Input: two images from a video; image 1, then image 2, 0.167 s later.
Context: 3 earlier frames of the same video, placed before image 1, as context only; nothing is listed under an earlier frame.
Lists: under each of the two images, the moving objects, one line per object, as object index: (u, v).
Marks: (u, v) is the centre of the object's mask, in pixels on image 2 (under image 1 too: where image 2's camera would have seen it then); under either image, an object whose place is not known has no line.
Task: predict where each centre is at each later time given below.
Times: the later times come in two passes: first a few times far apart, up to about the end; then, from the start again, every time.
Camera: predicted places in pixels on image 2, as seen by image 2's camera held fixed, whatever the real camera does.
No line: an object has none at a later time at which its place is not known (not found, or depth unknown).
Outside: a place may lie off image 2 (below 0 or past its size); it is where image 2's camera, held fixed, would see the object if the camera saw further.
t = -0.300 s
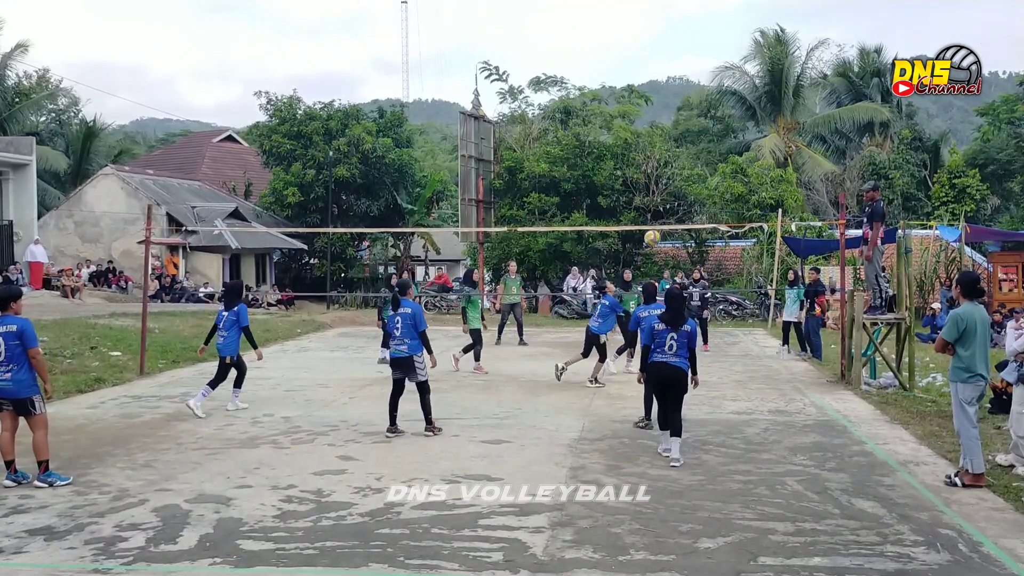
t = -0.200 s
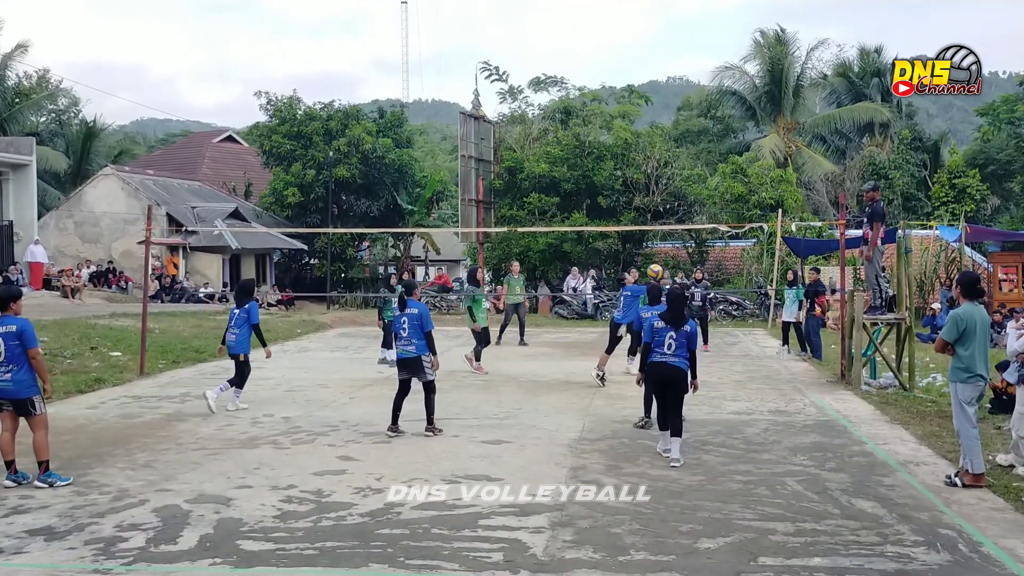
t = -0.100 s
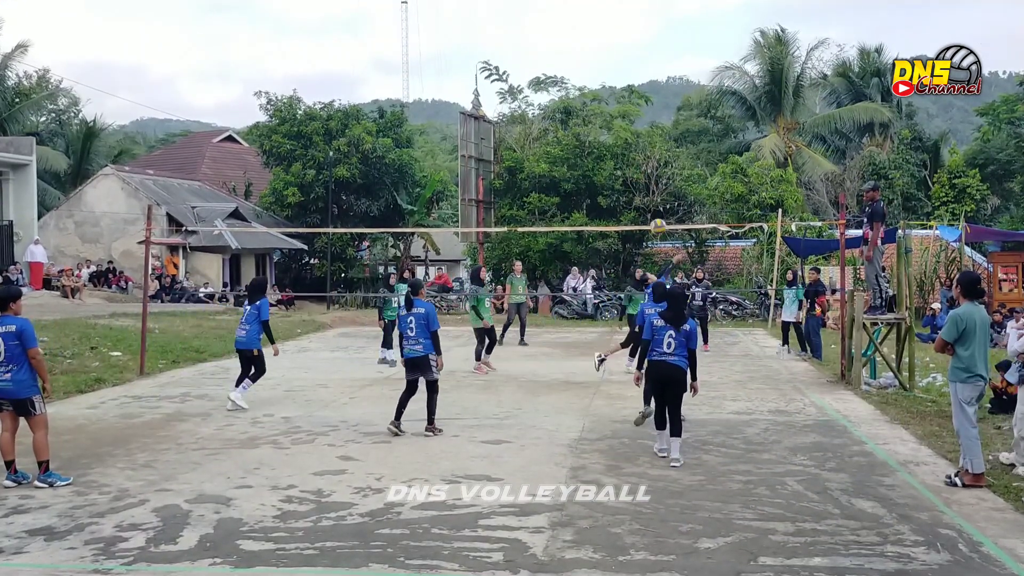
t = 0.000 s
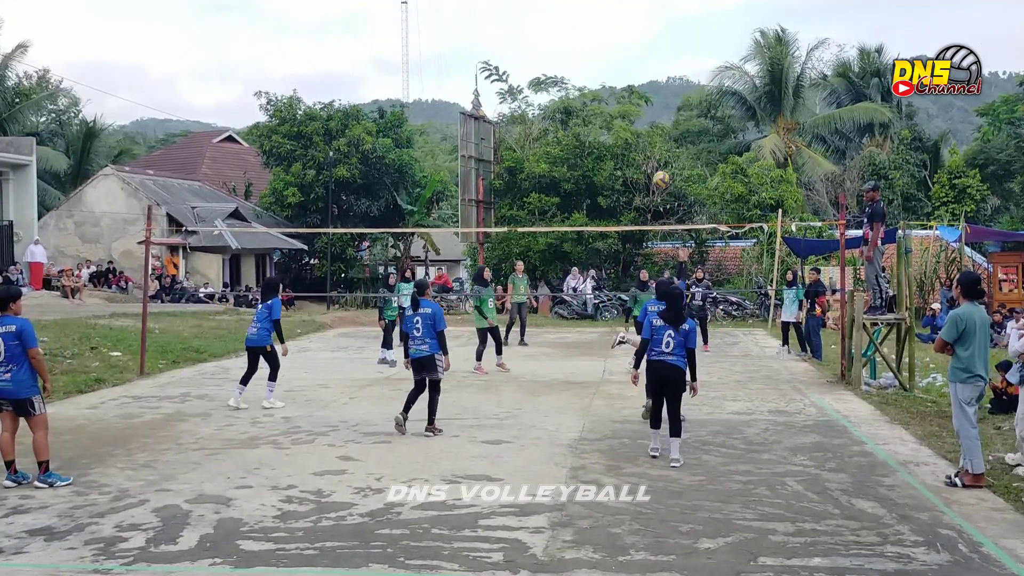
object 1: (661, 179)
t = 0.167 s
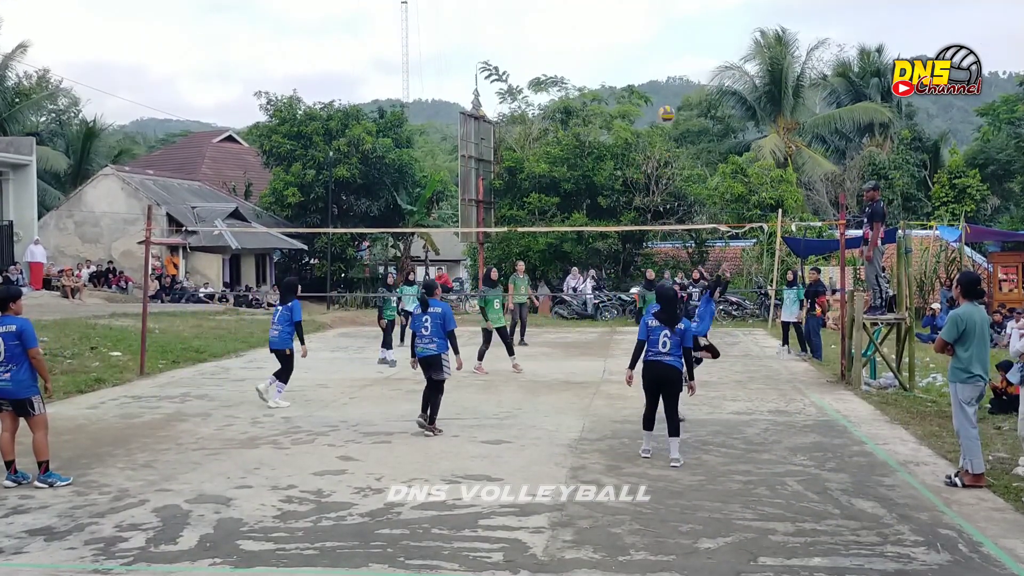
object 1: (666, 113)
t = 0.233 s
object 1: (668, 93)
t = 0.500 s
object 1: (677, 40)
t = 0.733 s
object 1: (684, 38)
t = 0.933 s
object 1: (692, 71)
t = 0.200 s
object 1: (667, 102)
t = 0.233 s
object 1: (668, 93)
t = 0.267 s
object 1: (670, 83)
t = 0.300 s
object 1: (670, 75)
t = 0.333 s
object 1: (671, 67)
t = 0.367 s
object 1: (672, 60)
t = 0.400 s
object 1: (673, 54)
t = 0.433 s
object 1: (674, 48)
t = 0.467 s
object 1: (675, 44)
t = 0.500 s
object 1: (677, 40)
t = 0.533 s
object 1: (678, 37)
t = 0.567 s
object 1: (679, 35)
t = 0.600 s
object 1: (680, 33)
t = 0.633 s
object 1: (681, 33)
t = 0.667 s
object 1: (682, 34)
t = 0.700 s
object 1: (683, 35)
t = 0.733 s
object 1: (684, 38)
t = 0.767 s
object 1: (686, 41)
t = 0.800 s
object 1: (687, 45)
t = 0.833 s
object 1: (688, 50)
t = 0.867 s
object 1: (689, 56)
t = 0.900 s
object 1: (691, 63)
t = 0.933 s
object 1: (692, 71)
